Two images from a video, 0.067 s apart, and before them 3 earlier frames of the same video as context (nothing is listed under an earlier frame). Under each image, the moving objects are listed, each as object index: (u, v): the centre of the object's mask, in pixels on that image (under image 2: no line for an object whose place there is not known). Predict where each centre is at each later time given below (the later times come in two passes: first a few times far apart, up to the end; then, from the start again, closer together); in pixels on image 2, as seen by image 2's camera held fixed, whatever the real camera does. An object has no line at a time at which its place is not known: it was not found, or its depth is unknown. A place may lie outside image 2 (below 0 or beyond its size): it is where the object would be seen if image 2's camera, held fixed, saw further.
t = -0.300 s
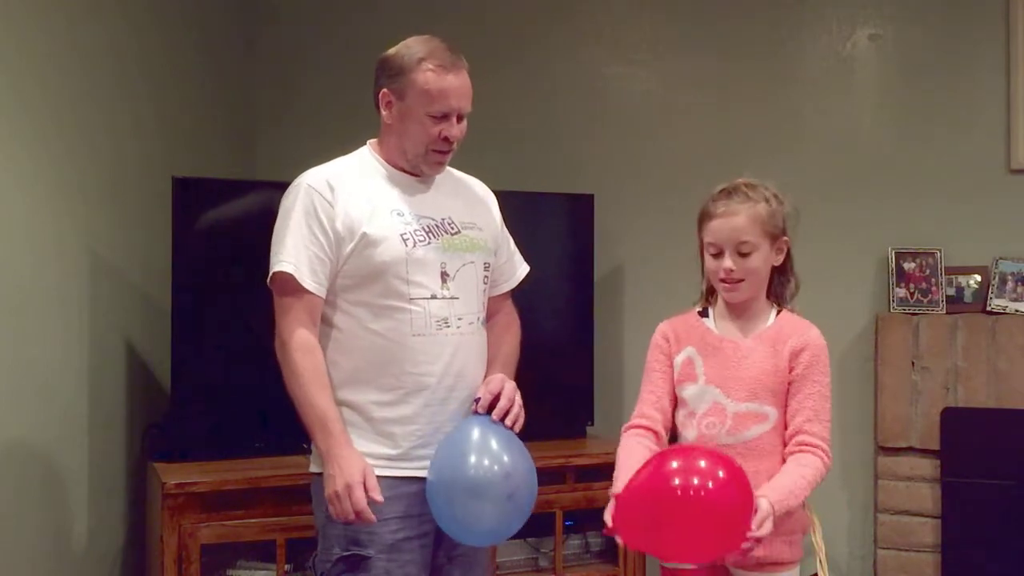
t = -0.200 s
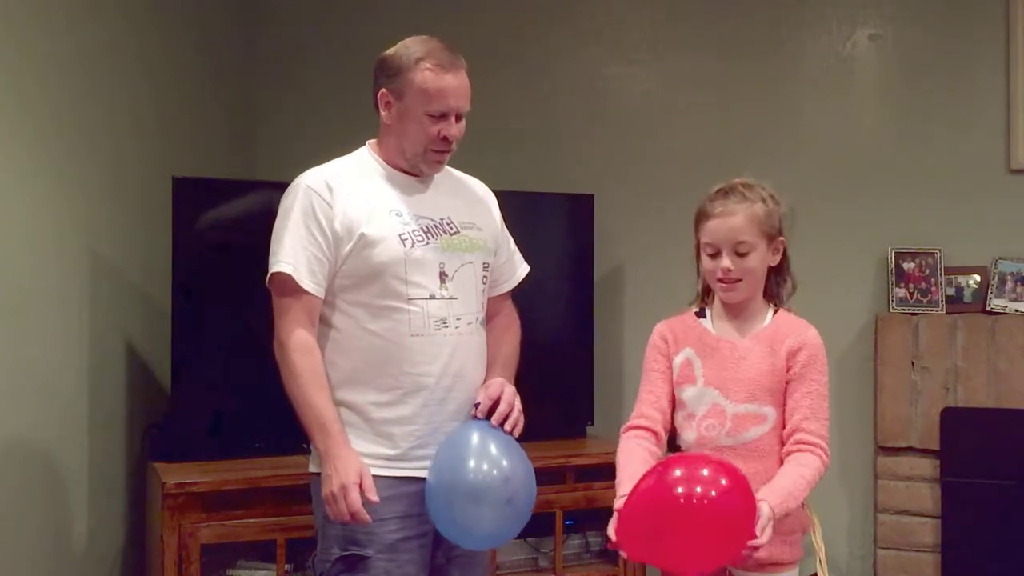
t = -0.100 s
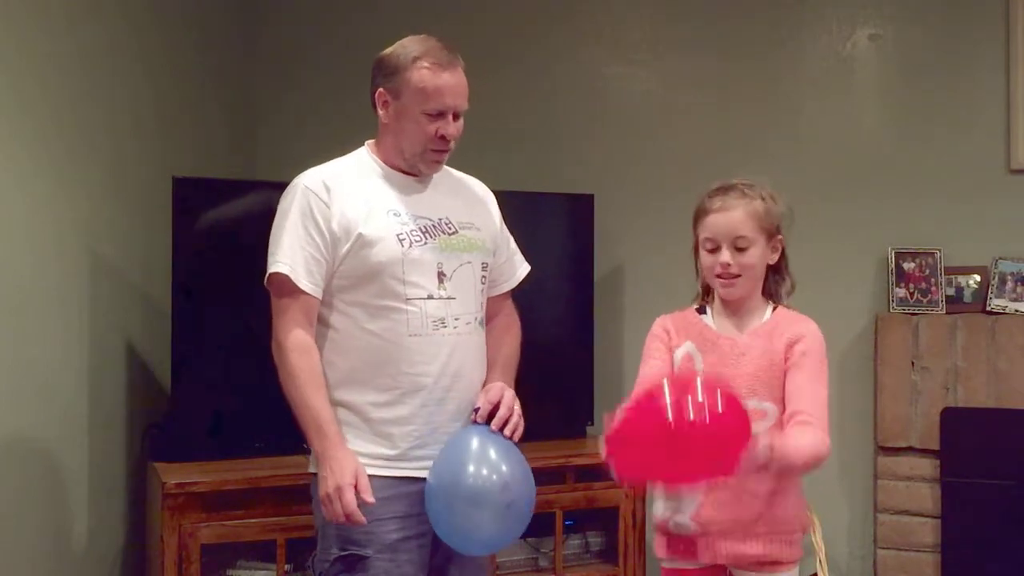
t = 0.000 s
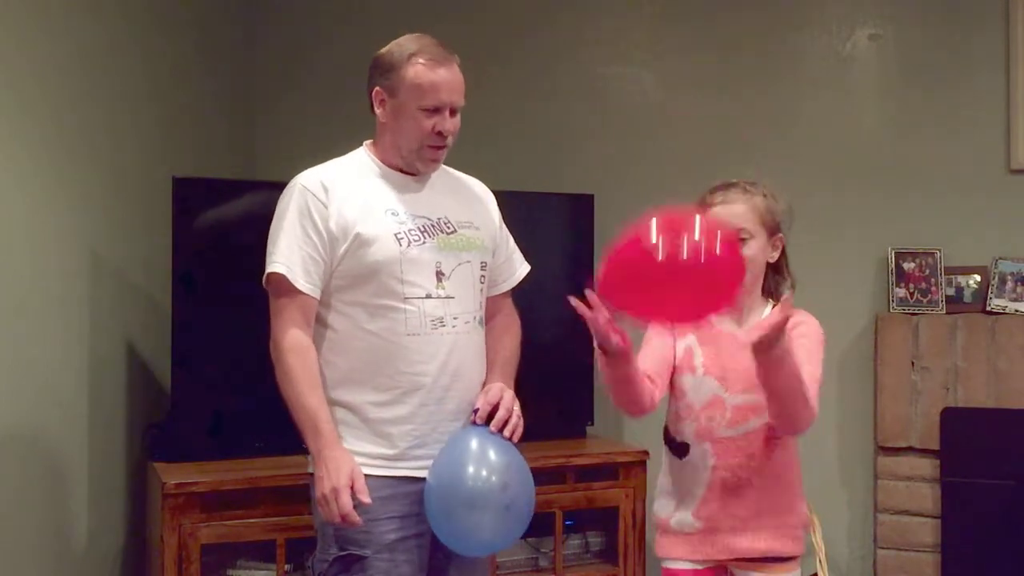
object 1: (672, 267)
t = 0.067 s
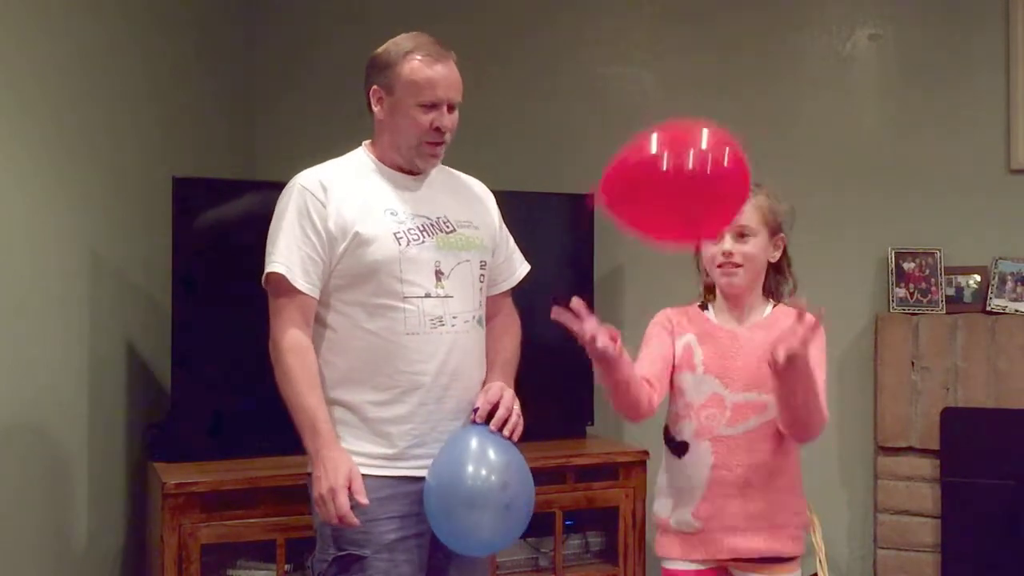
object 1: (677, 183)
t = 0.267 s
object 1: (701, 46)
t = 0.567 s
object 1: (670, 72)
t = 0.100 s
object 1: (680, 147)
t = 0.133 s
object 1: (685, 117)
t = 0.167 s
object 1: (689, 90)
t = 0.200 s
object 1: (694, 68)
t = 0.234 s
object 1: (697, 55)
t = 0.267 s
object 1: (701, 46)
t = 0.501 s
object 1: (681, 47)
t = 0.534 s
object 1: (675, 57)
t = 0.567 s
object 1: (670, 72)
